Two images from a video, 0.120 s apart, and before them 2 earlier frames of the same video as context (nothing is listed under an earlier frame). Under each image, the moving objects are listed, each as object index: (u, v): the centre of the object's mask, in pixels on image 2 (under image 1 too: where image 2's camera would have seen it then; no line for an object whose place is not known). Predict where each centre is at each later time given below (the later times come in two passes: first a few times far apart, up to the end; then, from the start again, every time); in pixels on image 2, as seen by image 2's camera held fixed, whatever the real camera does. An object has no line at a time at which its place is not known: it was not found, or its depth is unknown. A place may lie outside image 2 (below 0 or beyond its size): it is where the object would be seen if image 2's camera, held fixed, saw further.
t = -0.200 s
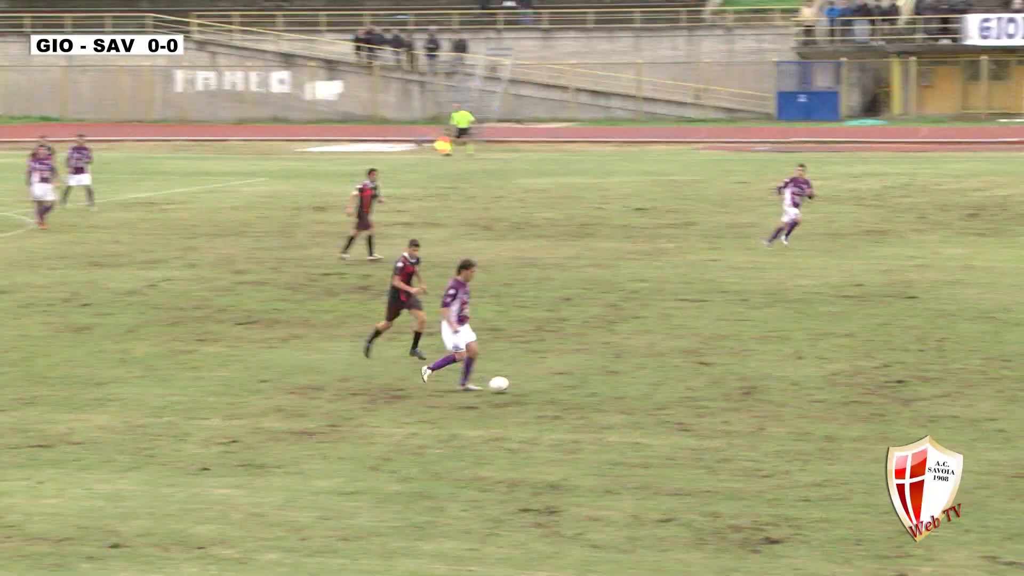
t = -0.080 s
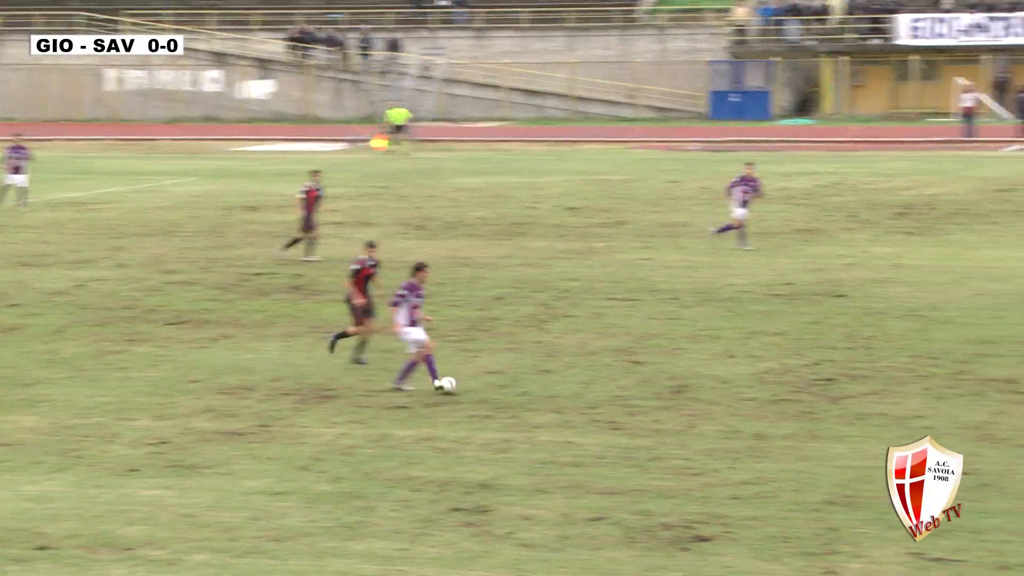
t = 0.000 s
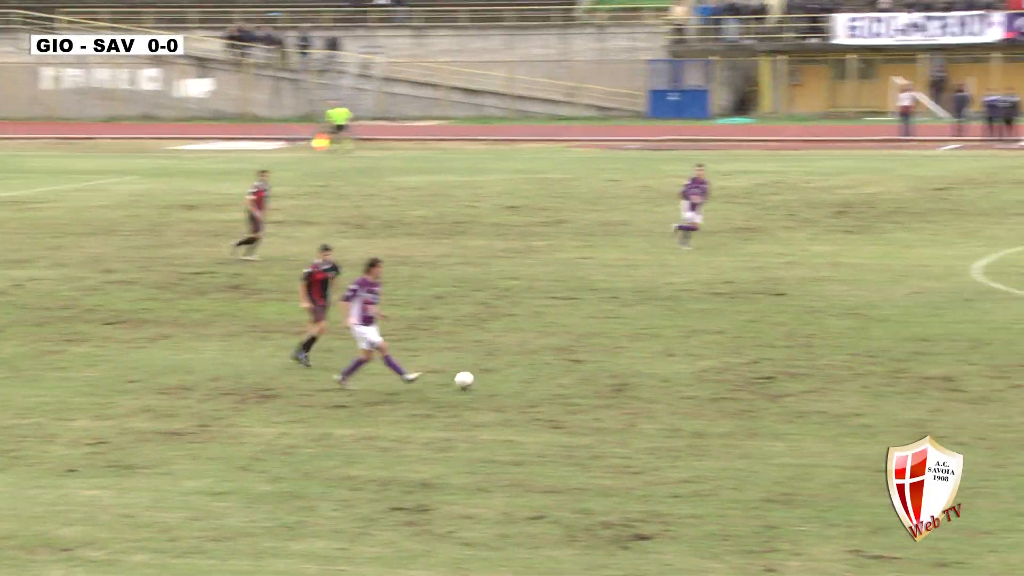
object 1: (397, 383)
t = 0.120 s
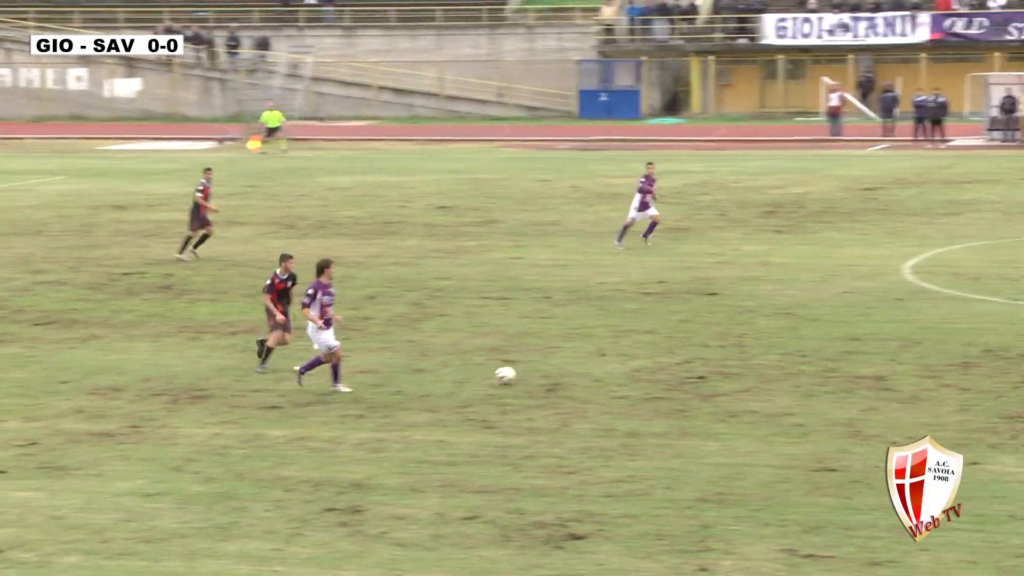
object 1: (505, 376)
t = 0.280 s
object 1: (637, 371)
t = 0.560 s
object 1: (828, 363)
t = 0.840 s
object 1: (978, 355)
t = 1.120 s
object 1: (1122, 351)
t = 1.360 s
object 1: (1243, 344)
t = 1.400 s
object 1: (1264, 342)
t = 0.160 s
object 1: (539, 373)
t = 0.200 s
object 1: (572, 371)
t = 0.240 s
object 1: (604, 373)
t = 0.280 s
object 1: (637, 371)
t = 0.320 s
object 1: (667, 369)
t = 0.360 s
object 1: (697, 369)
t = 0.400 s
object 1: (724, 368)
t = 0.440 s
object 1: (751, 367)
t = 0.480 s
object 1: (777, 364)
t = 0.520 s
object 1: (802, 363)
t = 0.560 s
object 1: (828, 363)
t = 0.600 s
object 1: (851, 361)
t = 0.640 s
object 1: (873, 359)
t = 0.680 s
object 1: (894, 358)
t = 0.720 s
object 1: (916, 358)
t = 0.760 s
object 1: (937, 359)
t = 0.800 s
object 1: (958, 357)
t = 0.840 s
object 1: (978, 355)
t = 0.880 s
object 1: (999, 354)
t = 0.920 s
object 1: (1019, 355)
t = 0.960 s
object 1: (1040, 354)
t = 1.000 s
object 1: (1061, 351)
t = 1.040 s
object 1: (1081, 350)
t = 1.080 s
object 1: (1102, 350)
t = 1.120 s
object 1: (1122, 351)
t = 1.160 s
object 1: (1142, 351)
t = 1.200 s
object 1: (1162, 348)
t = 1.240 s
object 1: (1182, 346)
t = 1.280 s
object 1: (1203, 347)
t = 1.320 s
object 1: (1223, 348)
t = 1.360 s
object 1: (1243, 344)
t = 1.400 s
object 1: (1264, 342)
